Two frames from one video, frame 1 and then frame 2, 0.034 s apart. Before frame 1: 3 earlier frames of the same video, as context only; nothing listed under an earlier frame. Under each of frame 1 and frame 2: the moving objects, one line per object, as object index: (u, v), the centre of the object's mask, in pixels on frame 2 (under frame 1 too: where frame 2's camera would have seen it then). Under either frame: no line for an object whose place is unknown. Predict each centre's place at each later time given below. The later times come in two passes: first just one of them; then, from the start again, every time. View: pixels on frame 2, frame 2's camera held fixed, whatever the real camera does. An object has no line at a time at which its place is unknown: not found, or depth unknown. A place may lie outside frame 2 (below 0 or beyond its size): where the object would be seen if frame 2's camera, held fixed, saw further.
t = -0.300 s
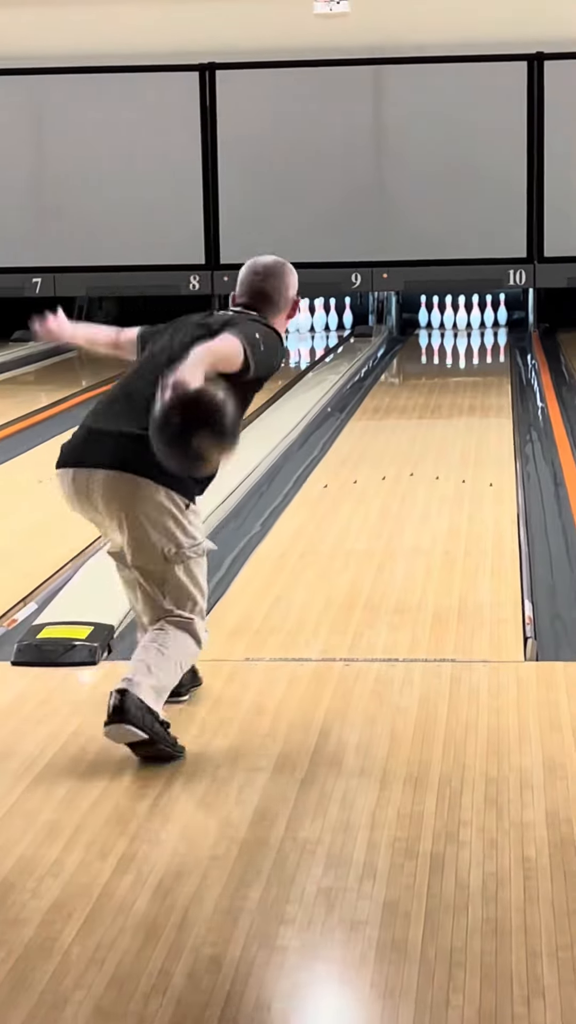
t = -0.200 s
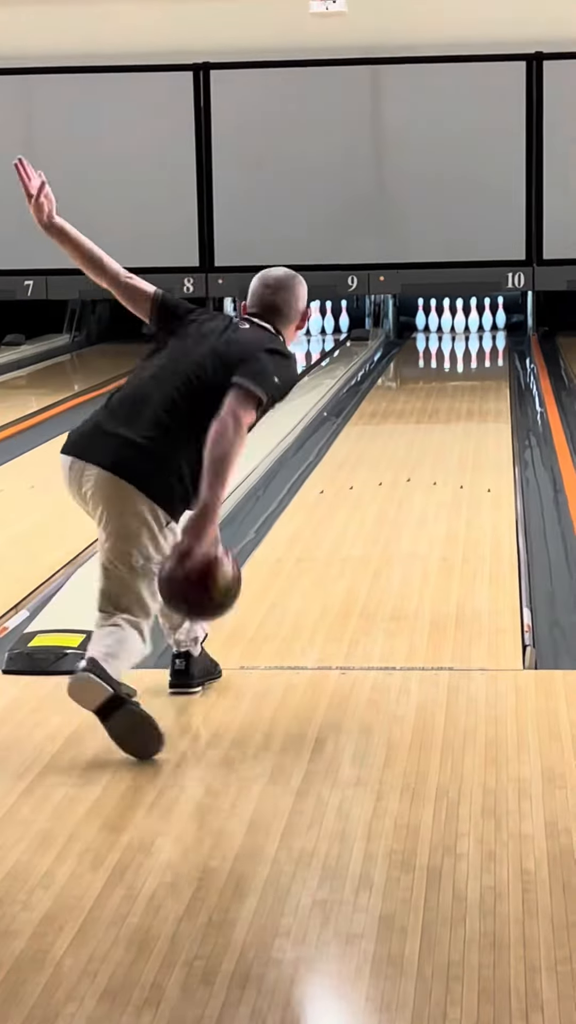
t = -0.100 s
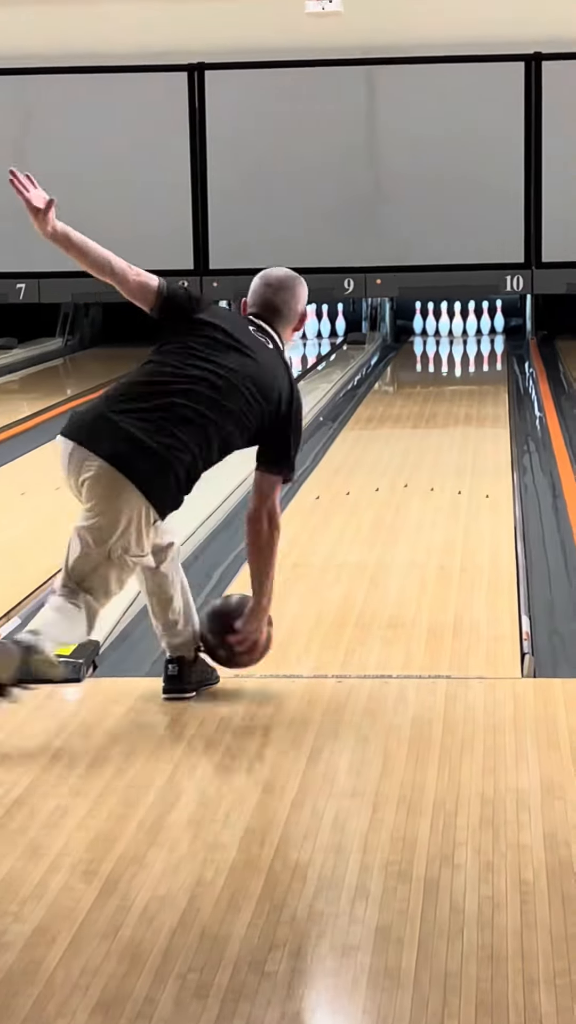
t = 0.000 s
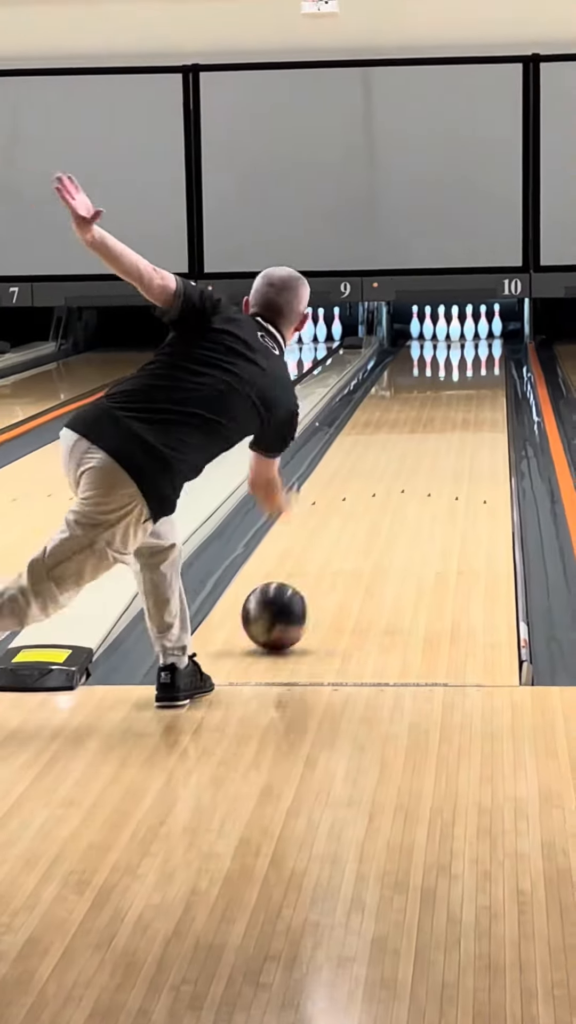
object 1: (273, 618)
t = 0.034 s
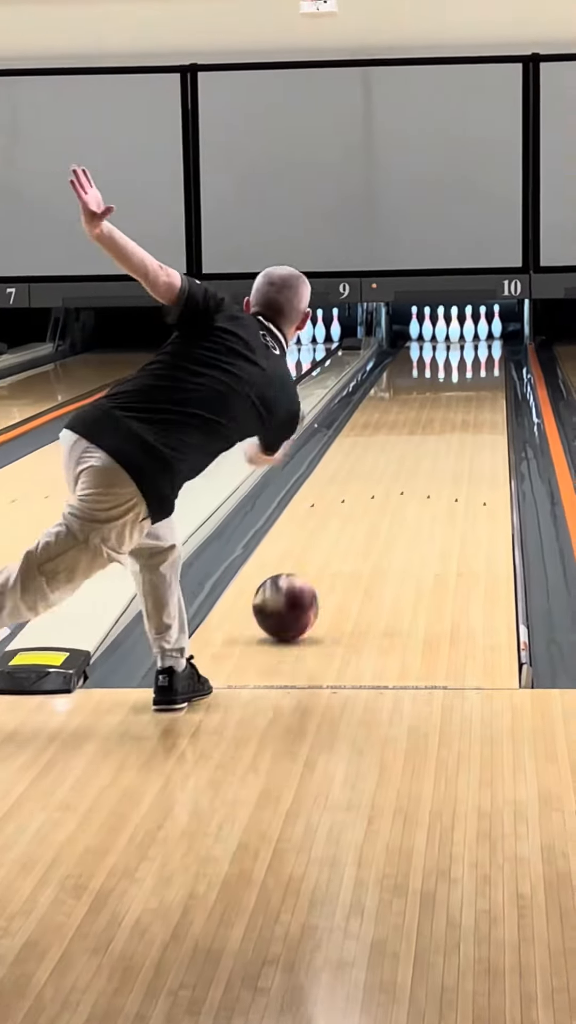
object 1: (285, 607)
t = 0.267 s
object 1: (348, 539)
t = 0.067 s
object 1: (296, 596)
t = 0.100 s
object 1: (306, 585)
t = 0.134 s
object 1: (315, 574)
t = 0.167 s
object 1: (324, 565)
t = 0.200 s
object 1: (333, 556)
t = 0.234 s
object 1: (340, 548)
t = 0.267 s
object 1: (348, 539)
